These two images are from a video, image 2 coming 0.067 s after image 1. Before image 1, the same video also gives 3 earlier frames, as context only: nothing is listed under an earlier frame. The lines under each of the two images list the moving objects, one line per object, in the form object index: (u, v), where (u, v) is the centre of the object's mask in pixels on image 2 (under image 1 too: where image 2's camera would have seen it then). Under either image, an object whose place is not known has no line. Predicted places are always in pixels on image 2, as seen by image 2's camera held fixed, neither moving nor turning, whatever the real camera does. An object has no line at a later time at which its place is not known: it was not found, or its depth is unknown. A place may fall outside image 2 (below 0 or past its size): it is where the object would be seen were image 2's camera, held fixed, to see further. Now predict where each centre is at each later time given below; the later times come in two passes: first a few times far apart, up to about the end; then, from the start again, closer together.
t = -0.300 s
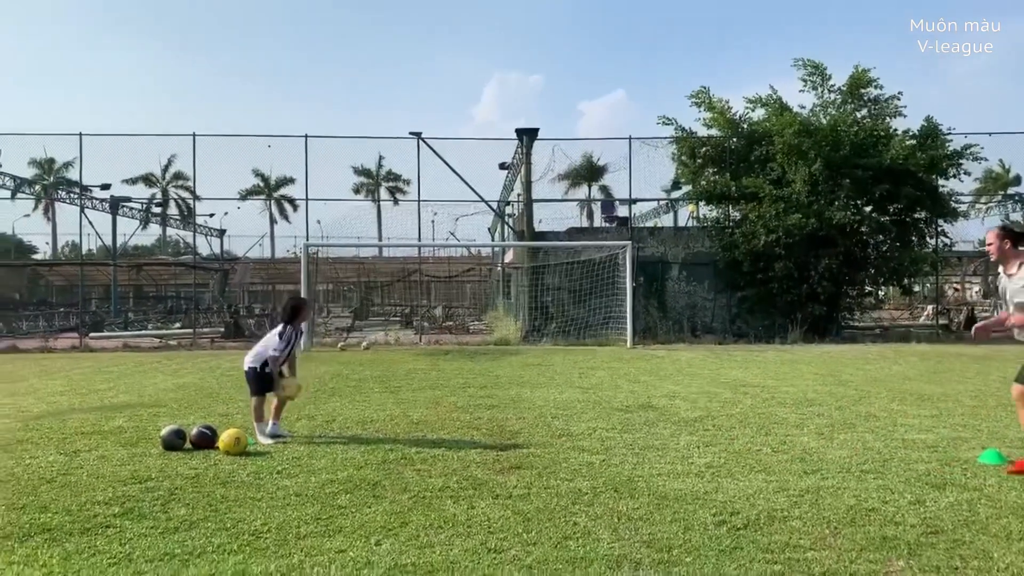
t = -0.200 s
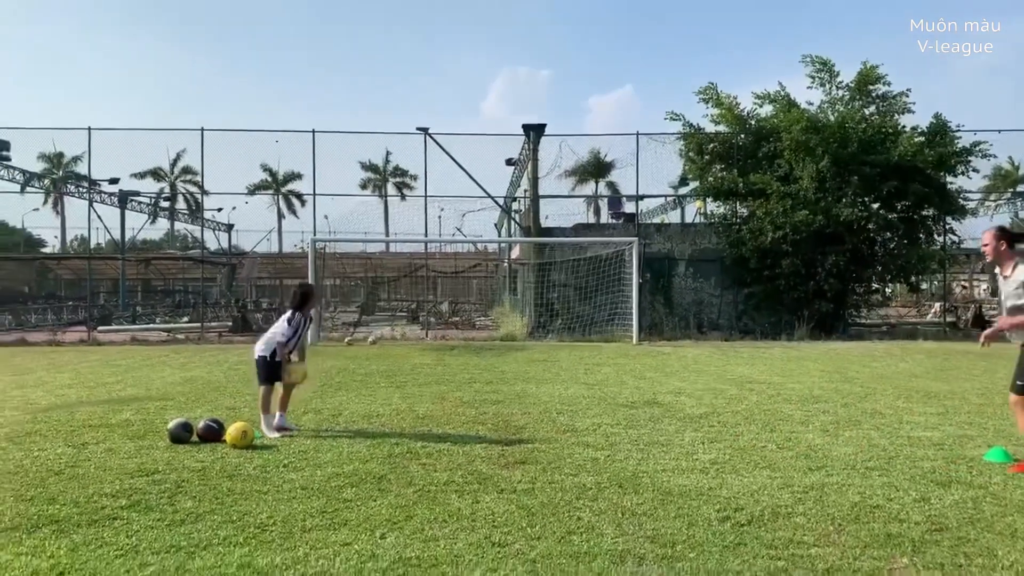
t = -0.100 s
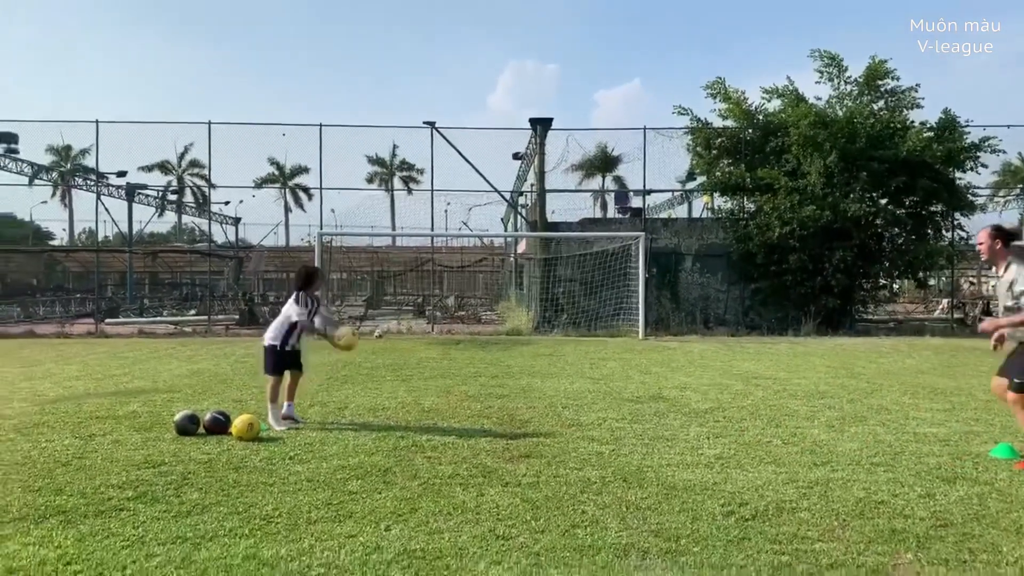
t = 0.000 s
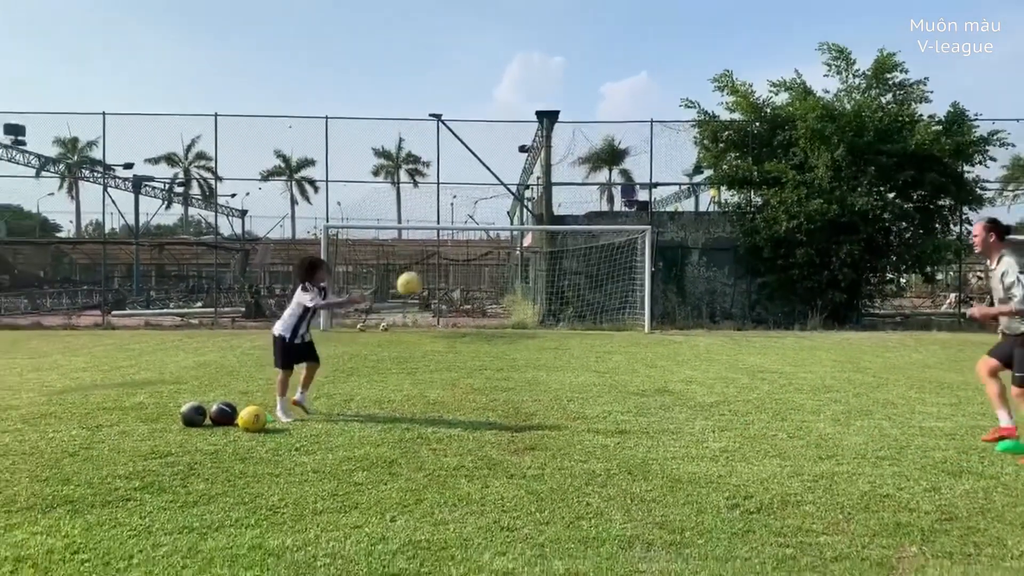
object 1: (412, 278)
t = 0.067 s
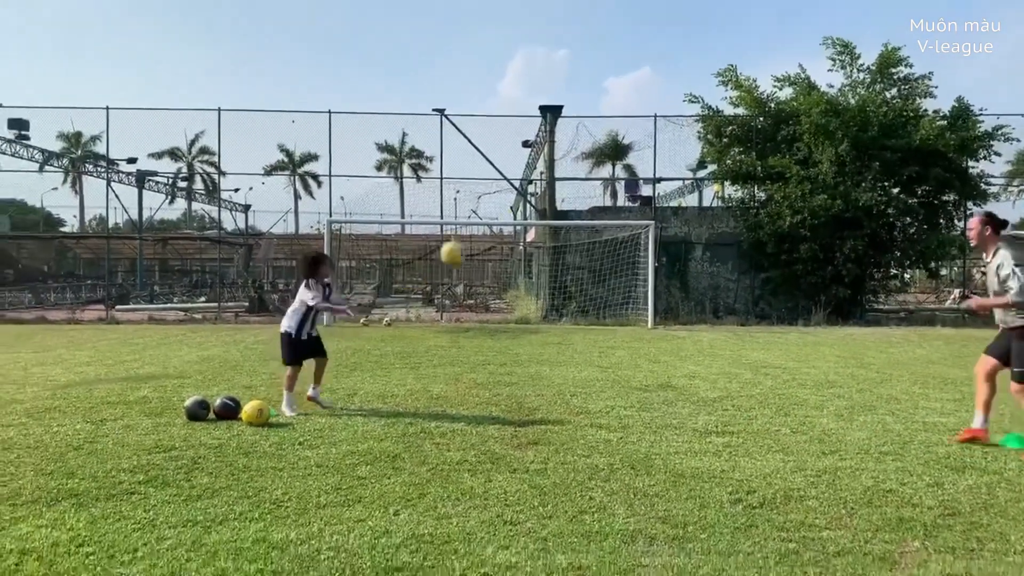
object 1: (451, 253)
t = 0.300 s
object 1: (601, 200)
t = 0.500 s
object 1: (740, 207)
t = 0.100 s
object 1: (472, 242)
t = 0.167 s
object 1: (515, 224)
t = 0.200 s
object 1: (535, 216)
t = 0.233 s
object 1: (557, 209)
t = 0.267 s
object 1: (581, 205)
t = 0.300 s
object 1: (601, 200)
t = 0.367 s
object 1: (646, 196)
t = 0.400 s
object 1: (669, 197)
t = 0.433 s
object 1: (693, 199)
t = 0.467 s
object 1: (717, 201)
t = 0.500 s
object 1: (740, 207)
